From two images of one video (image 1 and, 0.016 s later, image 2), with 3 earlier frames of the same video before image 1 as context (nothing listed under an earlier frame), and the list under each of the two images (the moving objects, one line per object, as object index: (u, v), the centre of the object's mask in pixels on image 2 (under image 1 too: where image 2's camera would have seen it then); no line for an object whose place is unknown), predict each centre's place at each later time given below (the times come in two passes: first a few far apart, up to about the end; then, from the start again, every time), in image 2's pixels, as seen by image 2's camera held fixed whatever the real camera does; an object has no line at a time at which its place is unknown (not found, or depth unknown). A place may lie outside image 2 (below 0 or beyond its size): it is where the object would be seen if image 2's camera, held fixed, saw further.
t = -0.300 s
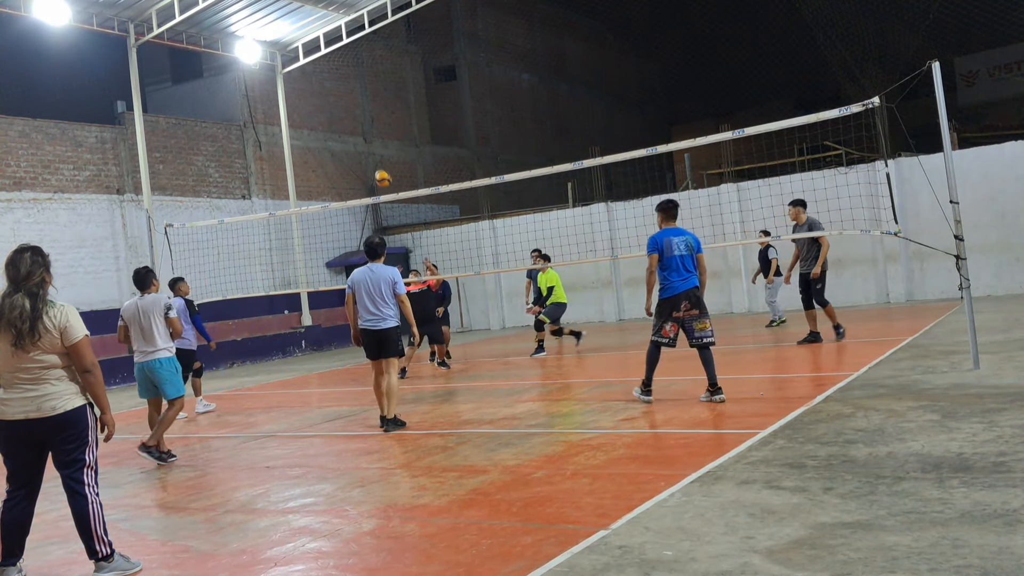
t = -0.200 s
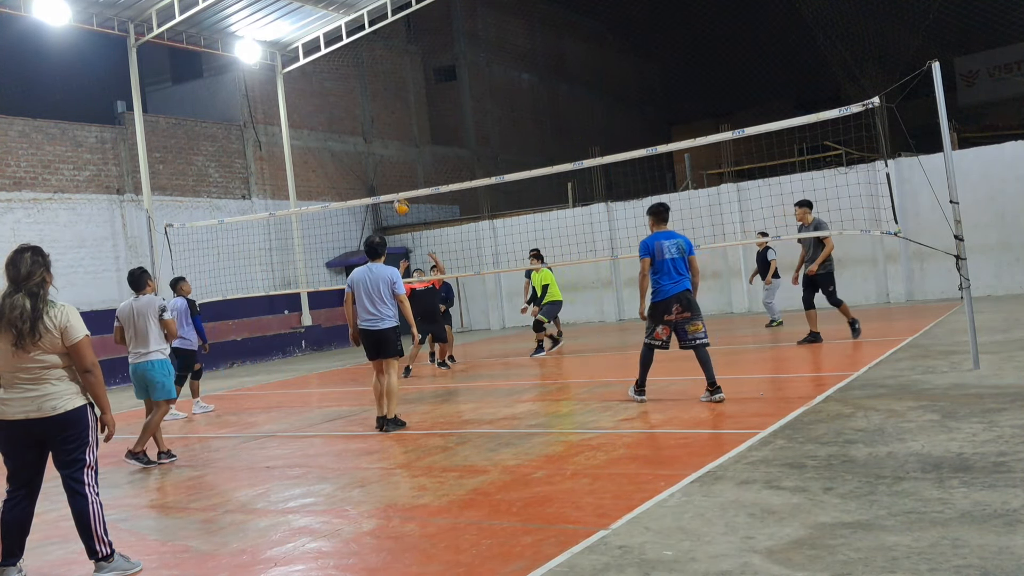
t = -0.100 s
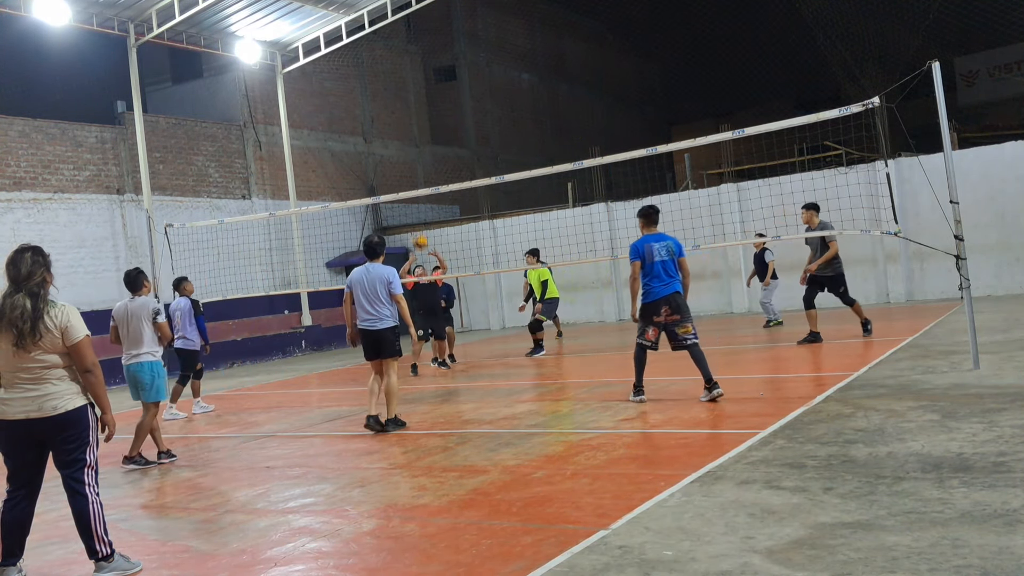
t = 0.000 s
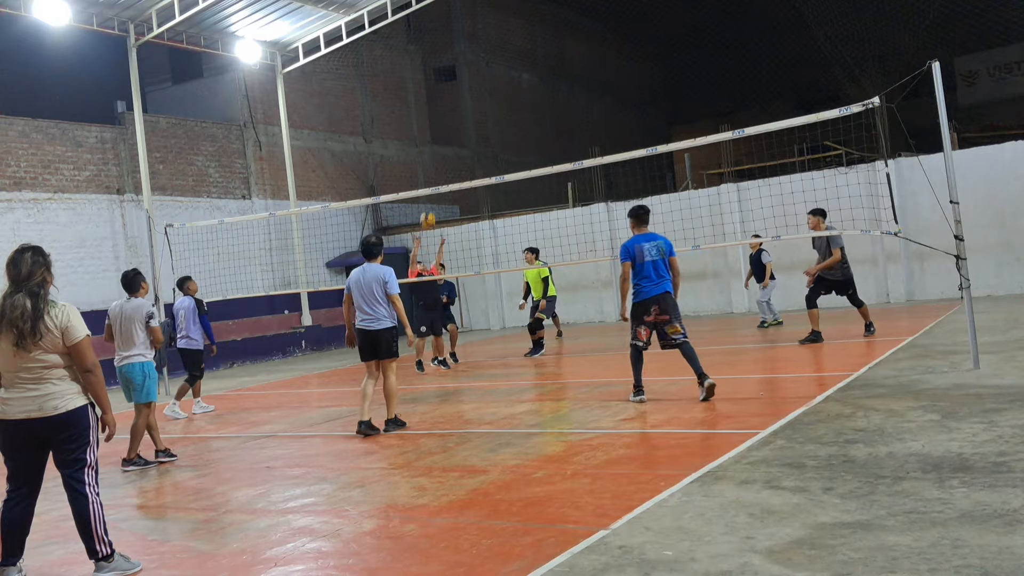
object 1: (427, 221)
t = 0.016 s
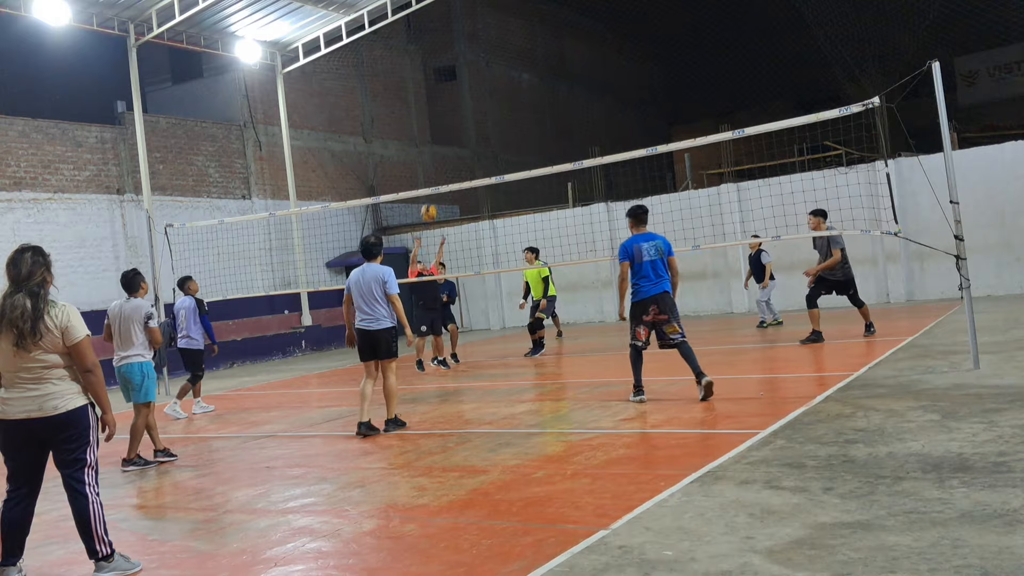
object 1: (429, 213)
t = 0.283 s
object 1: (444, 117)
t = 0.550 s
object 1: (463, 73)
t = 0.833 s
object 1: (489, 80)
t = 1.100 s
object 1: (517, 133)
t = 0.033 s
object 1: (429, 205)
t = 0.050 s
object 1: (431, 200)
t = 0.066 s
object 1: (432, 197)
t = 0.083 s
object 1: (432, 182)
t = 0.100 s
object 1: (433, 178)
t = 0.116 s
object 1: (434, 171)
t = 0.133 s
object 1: (435, 165)
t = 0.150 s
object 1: (436, 159)
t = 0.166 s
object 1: (437, 153)
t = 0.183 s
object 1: (438, 147)
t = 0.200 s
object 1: (439, 142)
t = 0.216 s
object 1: (440, 136)
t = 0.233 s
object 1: (440, 131)
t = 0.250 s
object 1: (441, 127)
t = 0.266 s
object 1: (443, 122)
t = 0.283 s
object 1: (444, 117)
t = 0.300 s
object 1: (445, 113)
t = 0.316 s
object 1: (446, 109)
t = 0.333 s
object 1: (447, 105)
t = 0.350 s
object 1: (448, 102)
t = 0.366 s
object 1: (449, 98)
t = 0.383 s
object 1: (450, 95)
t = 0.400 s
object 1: (452, 92)
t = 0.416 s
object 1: (453, 89)
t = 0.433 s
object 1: (454, 86)
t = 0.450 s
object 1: (456, 84)
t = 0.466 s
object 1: (457, 82)
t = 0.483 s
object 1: (458, 80)
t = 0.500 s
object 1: (459, 77)
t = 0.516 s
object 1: (461, 76)
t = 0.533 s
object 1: (462, 74)
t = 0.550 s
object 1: (463, 73)
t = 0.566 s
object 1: (464, 72)
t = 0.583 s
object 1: (466, 71)
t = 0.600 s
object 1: (467, 70)
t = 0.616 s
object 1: (469, 70)
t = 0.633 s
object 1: (470, 69)
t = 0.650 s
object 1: (472, 69)
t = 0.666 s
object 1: (473, 69)
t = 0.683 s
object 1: (475, 70)
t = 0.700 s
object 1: (476, 70)
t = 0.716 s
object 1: (478, 70)
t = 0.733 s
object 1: (479, 71)
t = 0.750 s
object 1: (481, 72)
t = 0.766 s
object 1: (482, 73)
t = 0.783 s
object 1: (484, 75)
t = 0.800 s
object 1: (486, 76)
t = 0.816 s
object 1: (487, 78)
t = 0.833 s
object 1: (489, 80)
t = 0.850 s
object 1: (491, 82)
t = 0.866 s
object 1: (492, 84)
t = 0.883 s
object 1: (494, 87)
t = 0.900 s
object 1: (496, 89)
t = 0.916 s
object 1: (497, 92)
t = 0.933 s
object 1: (499, 95)
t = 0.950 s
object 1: (501, 98)
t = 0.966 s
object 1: (503, 101)
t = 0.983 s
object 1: (504, 105)
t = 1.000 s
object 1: (506, 108)
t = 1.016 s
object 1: (508, 112)
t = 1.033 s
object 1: (509, 116)
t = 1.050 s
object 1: (511, 120)
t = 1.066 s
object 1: (513, 124)
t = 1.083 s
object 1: (515, 129)
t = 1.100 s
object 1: (517, 133)
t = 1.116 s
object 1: (519, 138)
